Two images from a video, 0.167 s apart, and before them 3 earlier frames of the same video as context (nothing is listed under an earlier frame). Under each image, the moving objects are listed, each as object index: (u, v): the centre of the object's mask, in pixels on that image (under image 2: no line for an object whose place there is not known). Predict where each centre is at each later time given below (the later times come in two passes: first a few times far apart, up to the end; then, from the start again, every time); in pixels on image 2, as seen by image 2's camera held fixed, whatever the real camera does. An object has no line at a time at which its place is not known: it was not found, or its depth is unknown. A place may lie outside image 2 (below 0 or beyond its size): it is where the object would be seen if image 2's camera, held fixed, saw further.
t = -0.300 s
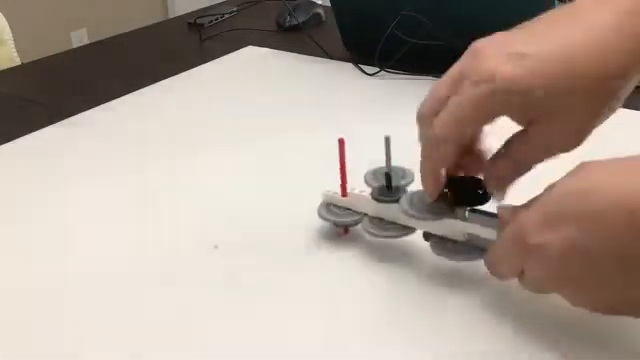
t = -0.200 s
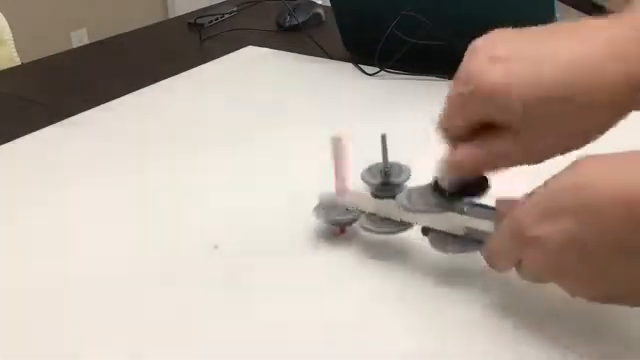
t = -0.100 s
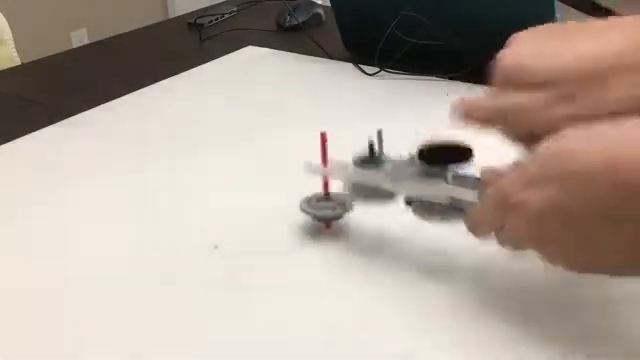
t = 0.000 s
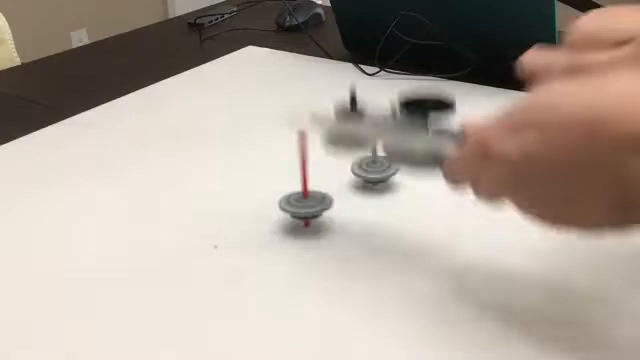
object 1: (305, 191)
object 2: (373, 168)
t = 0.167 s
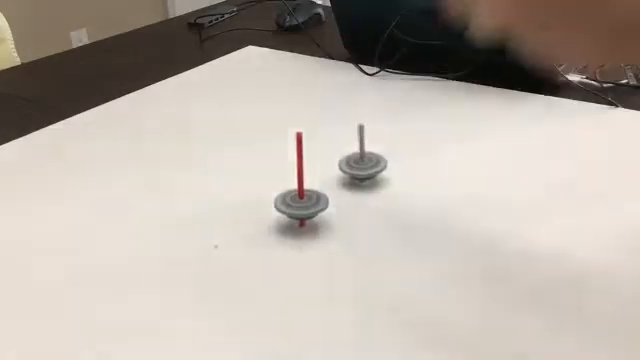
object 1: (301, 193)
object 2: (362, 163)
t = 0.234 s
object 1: (301, 194)
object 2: (357, 162)
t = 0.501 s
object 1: (292, 196)
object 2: (335, 164)
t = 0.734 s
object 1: (290, 192)
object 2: (318, 172)
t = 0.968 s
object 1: (289, 198)
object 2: (307, 175)
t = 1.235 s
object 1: (294, 202)
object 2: (315, 182)
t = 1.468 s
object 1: (300, 207)
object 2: (324, 184)
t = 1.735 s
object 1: (313, 203)
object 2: (334, 180)
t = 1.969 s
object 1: (317, 202)
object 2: (332, 174)
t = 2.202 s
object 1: (313, 197)
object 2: (318, 176)
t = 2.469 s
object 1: (306, 199)
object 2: (311, 182)
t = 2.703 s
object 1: (304, 204)
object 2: (311, 181)
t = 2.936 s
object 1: (314, 207)
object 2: (322, 184)
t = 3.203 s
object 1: (318, 203)
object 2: (339, 183)
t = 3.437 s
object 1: (315, 203)
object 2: (342, 180)
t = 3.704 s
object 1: (312, 203)
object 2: (337, 176)
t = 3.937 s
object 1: (315, 209)
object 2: (328, 179)
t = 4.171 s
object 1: (324, 206)
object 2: (334, 180)
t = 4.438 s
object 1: (326, 204)
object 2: (333, 176)
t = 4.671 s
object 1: (318, 204)
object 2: (312, 174)
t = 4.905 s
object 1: (320, 208)
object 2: (304, 164)
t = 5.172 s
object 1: (328, 207)
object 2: (333, 164)
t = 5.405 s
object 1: (339, 210)
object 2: (328, 171)
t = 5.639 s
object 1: (353, 212)
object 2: (316, 174)
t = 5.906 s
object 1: (413, 228)
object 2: (306, 170)
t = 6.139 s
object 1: (370, 241)
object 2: (304, 166)
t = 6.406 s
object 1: (365, 210)
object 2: (305, 166)
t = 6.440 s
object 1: (370, 208)
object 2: (305, 167)
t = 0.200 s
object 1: (301, 193)
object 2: (360, 163)
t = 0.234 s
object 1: (301, 194)
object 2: (357, 162)
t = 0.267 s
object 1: (300, 194)
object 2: (355, 162)
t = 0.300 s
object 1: (299, 196)
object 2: (352, 162)
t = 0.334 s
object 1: (297, 195)
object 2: (349, 162)
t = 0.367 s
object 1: (297, 195)
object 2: (346, 162)
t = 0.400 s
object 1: (296, 195)
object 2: (343, 165)
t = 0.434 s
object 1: (294, 192)
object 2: (340, 163)
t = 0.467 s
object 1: (294, 196)
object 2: (337, 163)
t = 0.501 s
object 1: (292, 196)
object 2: (335, 164)
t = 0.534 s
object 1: (293, 197)
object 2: (332, 167)
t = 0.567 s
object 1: (290, 198)
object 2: (329, 167)
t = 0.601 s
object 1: (292, 195)
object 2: (327, 168)
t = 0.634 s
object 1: (289, 197)
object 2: (324, 169)
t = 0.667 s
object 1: (291, 194)
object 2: (322, 170)
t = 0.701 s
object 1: (289, 195)
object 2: (320, 171)
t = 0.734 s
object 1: (290, 192)
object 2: (318, 172)
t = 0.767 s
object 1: (289, 196)
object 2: (316, 172)
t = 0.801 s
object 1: (289, 193)
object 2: (314, 174)
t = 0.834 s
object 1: (288, 197)
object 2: (313, 174)
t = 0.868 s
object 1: (289, 195)
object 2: (312, 175)
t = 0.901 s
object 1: (289, 197)
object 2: (311, 176)
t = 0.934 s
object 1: (290, 193)
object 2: (312, 177)
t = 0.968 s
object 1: (289, 198)
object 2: (307, 175)
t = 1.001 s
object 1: (291, 195)
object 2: (311, 178)
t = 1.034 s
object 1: (289, 199)
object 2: (307, 177)
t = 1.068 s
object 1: (291, 197)
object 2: (312, 180)
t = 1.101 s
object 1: (290, 200)
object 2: (308, 179)
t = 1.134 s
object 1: (293, 198)
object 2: (312, 181)
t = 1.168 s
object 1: (292, 201)
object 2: (312, 180)
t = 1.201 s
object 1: (295, 201)
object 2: (315, 183)
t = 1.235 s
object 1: (294, 202)
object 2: (315, 182)
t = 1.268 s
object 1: (296, 202)
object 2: (317, 184)
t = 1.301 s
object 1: (295, 199)
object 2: (317, 184)
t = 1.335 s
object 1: (297, 200)
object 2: (317, 185)
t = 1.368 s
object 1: (298, 199)
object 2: (322, 187)
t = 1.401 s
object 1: (297, 207)
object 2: (321, 184)
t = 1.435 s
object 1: (301, 207)
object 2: (325, 186)
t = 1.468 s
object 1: (300, 207)
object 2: (324, 184)
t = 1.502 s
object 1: (304, 204)
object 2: (327, 184)
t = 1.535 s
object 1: (304, 202)
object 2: (328, 185)
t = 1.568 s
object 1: (306, 202)
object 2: (330, 185)
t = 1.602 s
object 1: (309, 203)
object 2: (331, 184)
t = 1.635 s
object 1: (309, 208)
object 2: (331, 183)
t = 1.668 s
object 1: (313, 207)
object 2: (334, 182)
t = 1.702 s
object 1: (312, 202)
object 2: (333, 182)
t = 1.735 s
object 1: (313, 203)
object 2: (334, 180)
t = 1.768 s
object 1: (316, 203)
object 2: (335, 181)
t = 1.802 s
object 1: (316, 205)
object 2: (334, 179)
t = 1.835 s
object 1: (318, 203)
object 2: (336, 177)
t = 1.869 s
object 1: (316, 198)
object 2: (335, 177)
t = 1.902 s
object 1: (318, 200)
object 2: (334, 175)
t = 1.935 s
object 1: (319, 203)
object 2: (330, 177)
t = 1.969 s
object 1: (317, 202)
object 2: (332, 174)
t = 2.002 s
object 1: (318, 203)
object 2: (327, 175)
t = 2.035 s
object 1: (316, 194)
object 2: (326, 176)
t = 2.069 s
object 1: (315, 199)
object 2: (324, 174)
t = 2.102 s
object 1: (316, 198)
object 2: (323, 175)
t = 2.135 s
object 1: (314, 194)
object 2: (322, 175)
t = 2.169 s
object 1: (313, 197)
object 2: (320, 174)
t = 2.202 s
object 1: (313, 197)
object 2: (318, 176)
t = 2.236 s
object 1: (311, 200)
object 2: (316, 174)
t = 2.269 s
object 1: (311, 198)
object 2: (316, 180)
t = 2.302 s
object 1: (309, 193)
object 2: (313, 176)
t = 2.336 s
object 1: (307, 198)
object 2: (313, 175)
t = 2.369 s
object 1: (308, 200)
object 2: (313, 181)
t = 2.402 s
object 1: (305, 195)
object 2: (311, 177)
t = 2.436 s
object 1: (306, 199)
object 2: (310, 176)
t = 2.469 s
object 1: (306, 199)
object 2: (311, 182)
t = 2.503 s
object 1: (303, 201)
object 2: (310, 178)
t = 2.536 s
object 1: (305, 200)
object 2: (309, 179)
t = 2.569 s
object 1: (304, 202)
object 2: (309, 185)
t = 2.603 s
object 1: (303, 203)
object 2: (309, 180)
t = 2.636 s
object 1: (305, 203)
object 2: (311, 183)
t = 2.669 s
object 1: (304, 202)
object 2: (310, 182)
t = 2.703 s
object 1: (304, 204)
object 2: (311, 181)
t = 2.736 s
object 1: (307, 205)
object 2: (313, 186)
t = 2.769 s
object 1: (307, 201)
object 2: (314, 185)
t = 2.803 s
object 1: (307, 206)
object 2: (315, 183)
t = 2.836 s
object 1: (310, 207)
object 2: (316, 190)
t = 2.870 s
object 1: (310, 204)
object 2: (318, 186)
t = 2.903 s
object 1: (310, 207)
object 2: (321, 184)
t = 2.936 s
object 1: (314, 207)
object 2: (322, 184)
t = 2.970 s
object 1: (314, 204)
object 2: (324, 186)
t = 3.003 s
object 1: (314, 207)
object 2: (329, 183)
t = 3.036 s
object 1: (316, 205)
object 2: (328, 183)
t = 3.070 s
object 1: (318, 203)
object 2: (335, 184)
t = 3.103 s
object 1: (317, 206)
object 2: (334, 182)
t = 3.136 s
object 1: (318, 204)
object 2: (337, 182)
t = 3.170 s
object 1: (320, 206)
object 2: (339, 183)
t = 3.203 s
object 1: (318, 203)
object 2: (339, 183)
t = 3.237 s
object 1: (318, 204)
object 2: (340, 181)
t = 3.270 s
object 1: (319, 204)
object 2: (342, 182)
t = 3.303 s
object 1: (318, 200)
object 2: (341, 182)
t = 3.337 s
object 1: (317, 204)
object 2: (342, 180)
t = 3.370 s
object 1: (318, 202)
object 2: (344, 180)
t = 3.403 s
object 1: (317, 199)
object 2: (343, 180)
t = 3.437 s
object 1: (315, 203)
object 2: (342, 180)
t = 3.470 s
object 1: (314, 201)
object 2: (343, 179)
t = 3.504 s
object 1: (315, 203)
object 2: (343, 179)
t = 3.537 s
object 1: (313, 198)
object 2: (341, 178)
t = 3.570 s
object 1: (312, 203)
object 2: (340, 177)
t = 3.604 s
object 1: (313, 204)
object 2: (341, 178)
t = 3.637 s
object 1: (312, 200)
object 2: (339, 178)
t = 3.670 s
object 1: (311, 204)
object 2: (337, 177)
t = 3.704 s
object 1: (312, 203)
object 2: (337, 176)
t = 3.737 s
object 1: (313, 205)
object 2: (336, 176)
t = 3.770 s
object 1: (311, 203)
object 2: (333, 177)
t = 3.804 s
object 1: (312, 205)
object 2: (333, 177)
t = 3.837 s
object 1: (313, 208)
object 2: (334, 179)
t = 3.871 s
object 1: (313, 205)
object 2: (332, 178)
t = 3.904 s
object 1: (313, 208)
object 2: (331, 178)
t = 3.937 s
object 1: (315, 209)
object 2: (328, 179)
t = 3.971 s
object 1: (317, 209)
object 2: (328, 181)
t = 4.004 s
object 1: (317, 208)
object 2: (332, 181)
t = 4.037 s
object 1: (319, 209)
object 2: (333, 180)
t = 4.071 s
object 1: (321, 209)
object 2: (329, 181)
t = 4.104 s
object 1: (322, 207)
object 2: (331, 182)
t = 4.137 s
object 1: (322, 209)
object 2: (337, 181)
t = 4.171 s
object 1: (324, 206)
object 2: (334, 180)
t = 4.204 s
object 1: (325, 207)
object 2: (335, 182)
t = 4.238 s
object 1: (325, 206)
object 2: (336, 178)
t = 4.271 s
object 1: (326, 206)
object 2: (337, 179)
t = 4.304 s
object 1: (327, 206)
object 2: (334, 179)
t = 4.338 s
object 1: (327, 202)
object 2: (333, 180)
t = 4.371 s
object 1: (326, 205)
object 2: (339, 179)
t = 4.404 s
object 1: (325, 203)
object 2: (340, 178)
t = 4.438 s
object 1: (326, 204)
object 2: (333, 176)
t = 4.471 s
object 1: (326, 200)
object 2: (332, 177)
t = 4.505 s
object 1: (323, 201)
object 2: (332, 177)
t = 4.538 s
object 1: (323, 204)
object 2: (330, 176)
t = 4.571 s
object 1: (322, 204)
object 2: (321, 175)
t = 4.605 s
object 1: (322, 203)
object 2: (320, 175)
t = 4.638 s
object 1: (320, 202)
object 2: (319, 175)
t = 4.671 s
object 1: (318, 204)
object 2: (312, 174)
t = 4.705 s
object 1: (318, 205)
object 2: (304, 172)
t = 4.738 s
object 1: (318, 204)
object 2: (303, 171)
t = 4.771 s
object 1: (316, 205)
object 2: (304, 169)
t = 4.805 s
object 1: (317, 207)
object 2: (303, 167)
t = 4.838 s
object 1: (318, 209)
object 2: (303, 168)
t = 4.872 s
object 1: (319, 209)
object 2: (305, 166)
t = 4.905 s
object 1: (320, 208)
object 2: (304, 164)
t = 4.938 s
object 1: (321, 208)
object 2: (310, 161)
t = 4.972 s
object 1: (322, 210)
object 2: (311, 158)
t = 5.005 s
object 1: (325, 208)
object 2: (316, 156)
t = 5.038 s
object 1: (327, 209)
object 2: (317, 160)
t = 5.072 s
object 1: (329, 206)
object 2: (323, 161)
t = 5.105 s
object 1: (329, 207)
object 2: (327, 158)
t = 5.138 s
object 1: (328, 207)
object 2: (333, 161)
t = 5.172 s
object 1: (328, 207)
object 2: (333, 164)
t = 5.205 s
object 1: (328, 208)
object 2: (334, 165)
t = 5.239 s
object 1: (327, 210)
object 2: (334, 163)
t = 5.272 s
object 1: (327, 211)
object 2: (334, 166)
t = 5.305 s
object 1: (328, 211)
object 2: (329, 165)
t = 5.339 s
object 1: (331, 213)
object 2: (331, 168)
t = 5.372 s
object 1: (335, 216)
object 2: (329, 170)
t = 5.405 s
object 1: (339, 210)
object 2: (328, 171)
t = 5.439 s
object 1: (339, 211)
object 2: (326, 171)
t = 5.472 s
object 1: (338, 213)
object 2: (322, 172)
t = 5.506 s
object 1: (339, 214)
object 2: (319, 173)
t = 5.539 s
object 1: (341, 213)
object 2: (315, 174)
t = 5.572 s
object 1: (344, 213)
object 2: (314, 175)
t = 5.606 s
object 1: (347, 213)
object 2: (314, 175)
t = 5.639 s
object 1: (353, 212)
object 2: (316, 174)
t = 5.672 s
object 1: (360, 208)
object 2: (315, 174)
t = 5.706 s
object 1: (370, 204)
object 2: (313, 174)
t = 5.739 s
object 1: (382, 204)
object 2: (312, 173)
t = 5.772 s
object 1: (394, 206)
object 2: (311, 173)
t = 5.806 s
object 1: (404, 209)
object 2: (309, 172)
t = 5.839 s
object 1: (411, 215)
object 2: (308, 172)
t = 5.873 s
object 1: (414, 222)
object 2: (308, 171)
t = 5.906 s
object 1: (413, 228)
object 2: (306, 170)
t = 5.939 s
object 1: (410, 233)
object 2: (306, 169)
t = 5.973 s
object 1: (404, 238)
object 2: (305, 168)
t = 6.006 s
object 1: (396, 241)
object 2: (305, 167)
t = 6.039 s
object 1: (389, 244)
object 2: (304, 167)
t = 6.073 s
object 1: (382, 244)
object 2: (304, 167)
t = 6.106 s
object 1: (376, 243)
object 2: (304, 166)
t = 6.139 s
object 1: (370, 241)
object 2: (304, 166)
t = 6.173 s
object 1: (364, 239)
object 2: (304, 166)
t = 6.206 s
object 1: (359, 236)
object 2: (304, 166)
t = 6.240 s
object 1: (356, 230)
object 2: (304, 165)
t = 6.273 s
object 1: (355, 226)
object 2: (304, 165)
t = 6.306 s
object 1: (355, 222)
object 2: (304, 165)
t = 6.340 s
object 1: (357, 219)
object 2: (303, 165)
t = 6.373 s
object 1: (360, 215)
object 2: (304, 166)
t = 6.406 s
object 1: (365, 210)
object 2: (305, 166)
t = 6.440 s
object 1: (370, 208)
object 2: (305, 167)
